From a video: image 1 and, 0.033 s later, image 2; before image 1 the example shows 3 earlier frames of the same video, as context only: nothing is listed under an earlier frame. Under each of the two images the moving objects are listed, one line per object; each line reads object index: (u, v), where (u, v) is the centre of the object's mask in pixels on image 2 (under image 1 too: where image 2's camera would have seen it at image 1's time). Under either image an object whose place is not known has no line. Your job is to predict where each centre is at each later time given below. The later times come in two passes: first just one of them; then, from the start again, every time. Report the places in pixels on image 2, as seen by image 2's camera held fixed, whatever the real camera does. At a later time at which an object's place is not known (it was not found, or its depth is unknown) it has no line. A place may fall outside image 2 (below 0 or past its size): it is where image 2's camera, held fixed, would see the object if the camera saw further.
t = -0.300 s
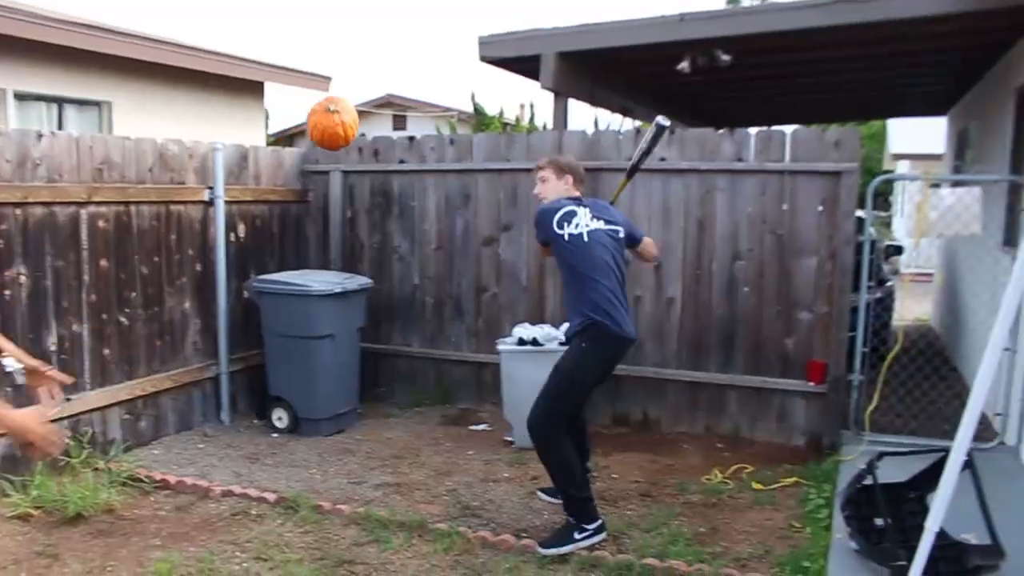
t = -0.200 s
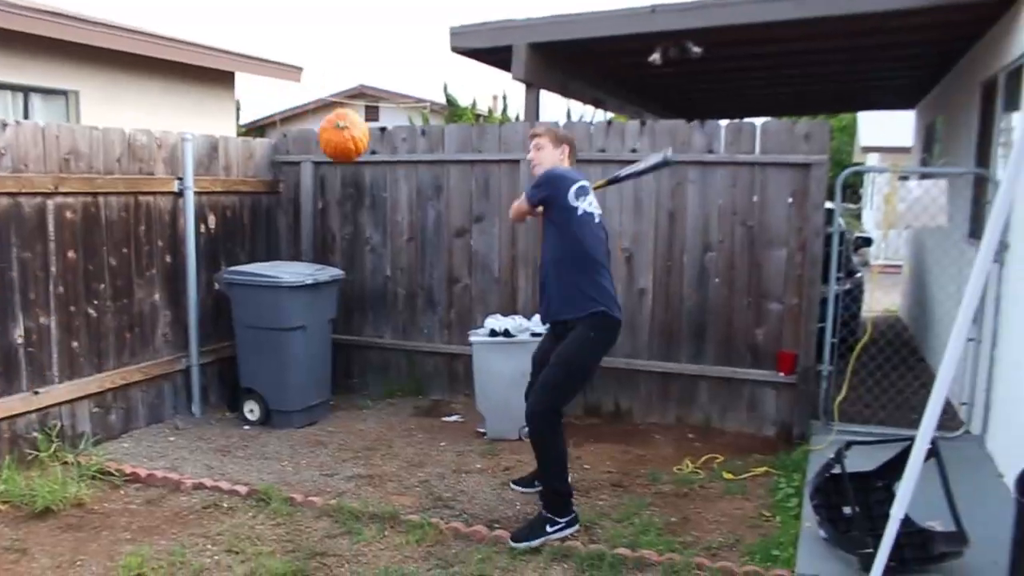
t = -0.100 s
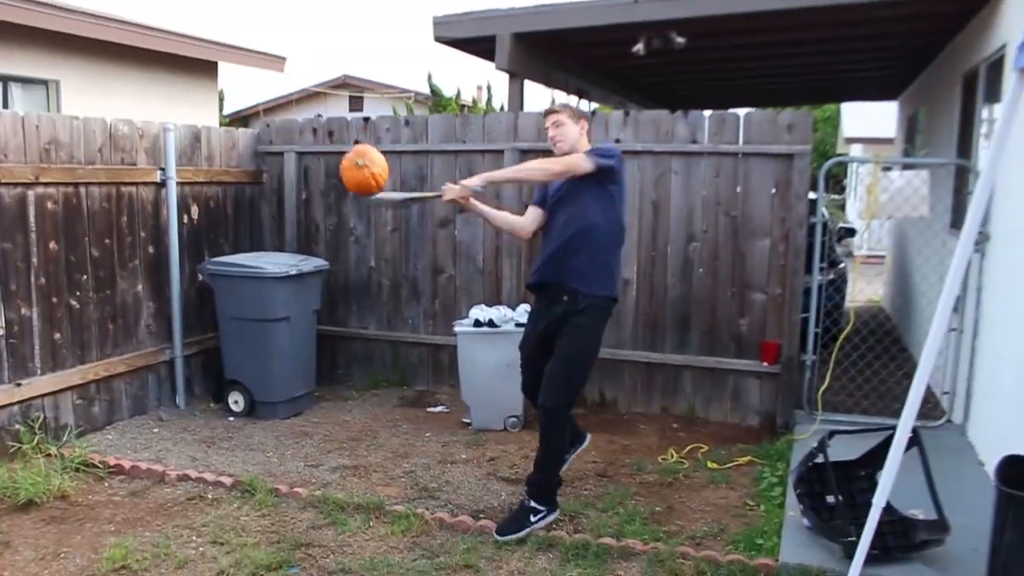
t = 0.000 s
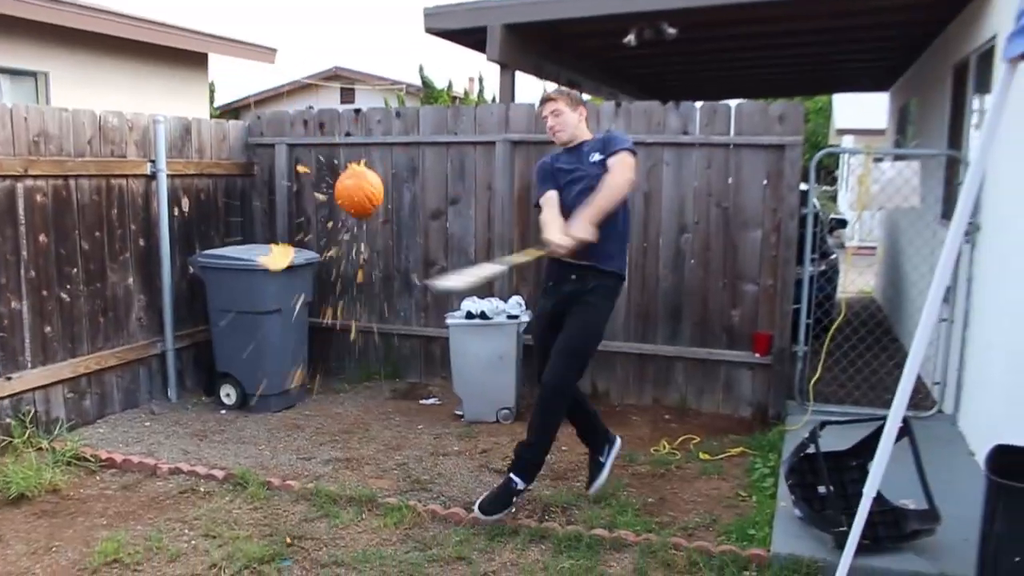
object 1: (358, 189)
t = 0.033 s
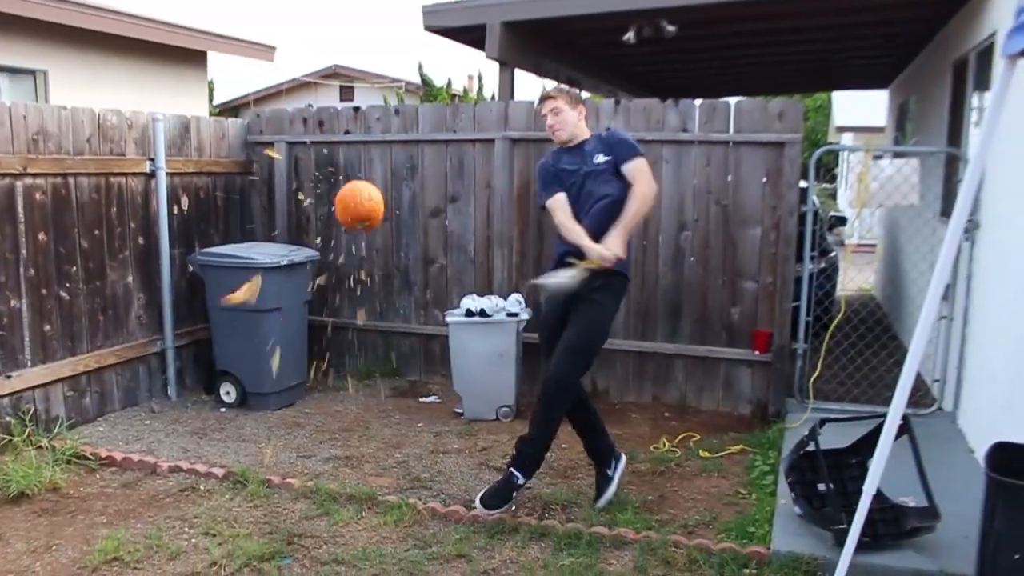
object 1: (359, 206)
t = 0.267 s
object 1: (363, 395)
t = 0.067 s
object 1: (359, 226)
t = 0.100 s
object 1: (359, 244)
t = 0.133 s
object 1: (360, 267)
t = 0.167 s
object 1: (361, 294)
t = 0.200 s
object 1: (362, 327)
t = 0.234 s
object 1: (362, 361)
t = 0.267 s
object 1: (363, 395)
